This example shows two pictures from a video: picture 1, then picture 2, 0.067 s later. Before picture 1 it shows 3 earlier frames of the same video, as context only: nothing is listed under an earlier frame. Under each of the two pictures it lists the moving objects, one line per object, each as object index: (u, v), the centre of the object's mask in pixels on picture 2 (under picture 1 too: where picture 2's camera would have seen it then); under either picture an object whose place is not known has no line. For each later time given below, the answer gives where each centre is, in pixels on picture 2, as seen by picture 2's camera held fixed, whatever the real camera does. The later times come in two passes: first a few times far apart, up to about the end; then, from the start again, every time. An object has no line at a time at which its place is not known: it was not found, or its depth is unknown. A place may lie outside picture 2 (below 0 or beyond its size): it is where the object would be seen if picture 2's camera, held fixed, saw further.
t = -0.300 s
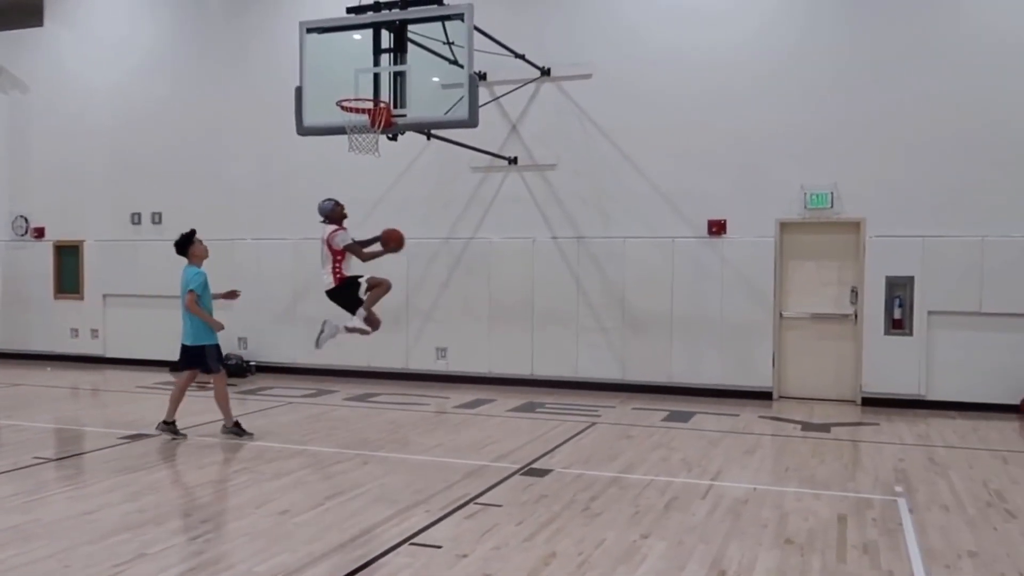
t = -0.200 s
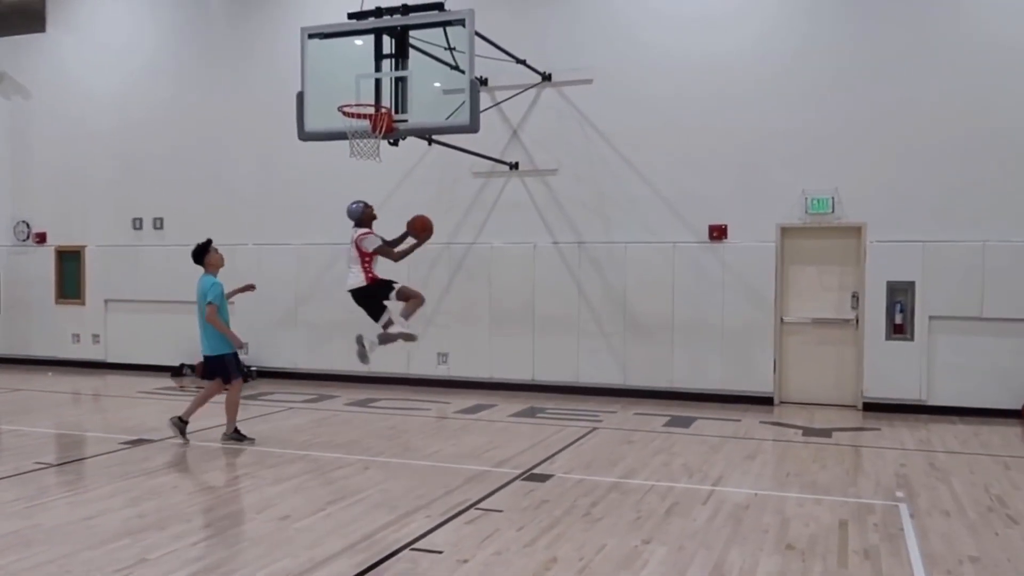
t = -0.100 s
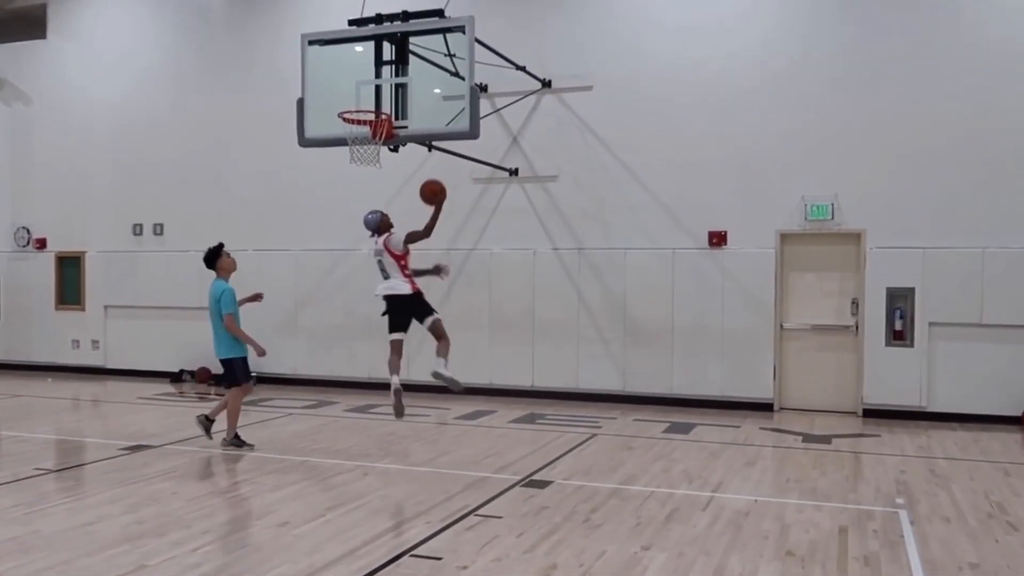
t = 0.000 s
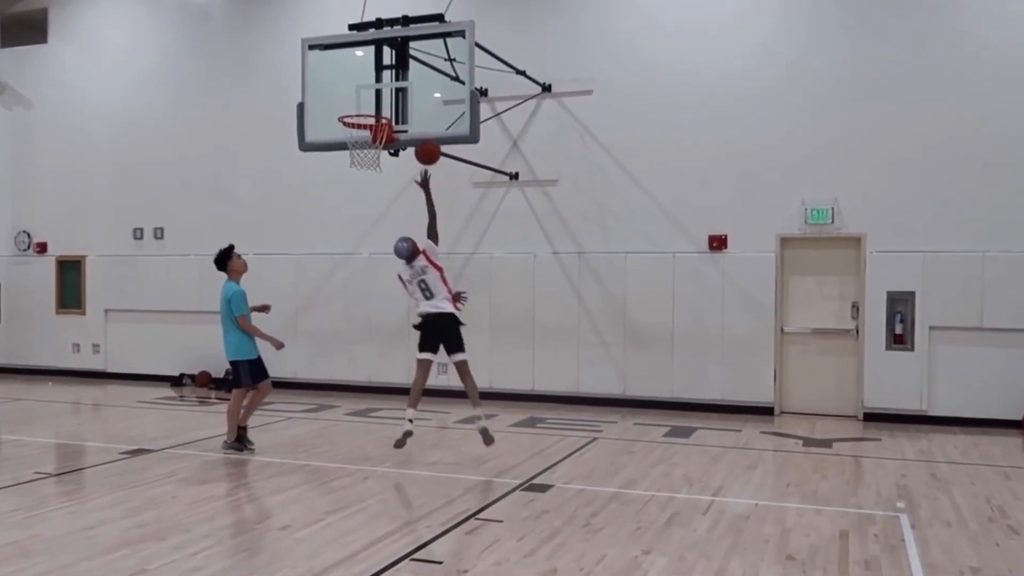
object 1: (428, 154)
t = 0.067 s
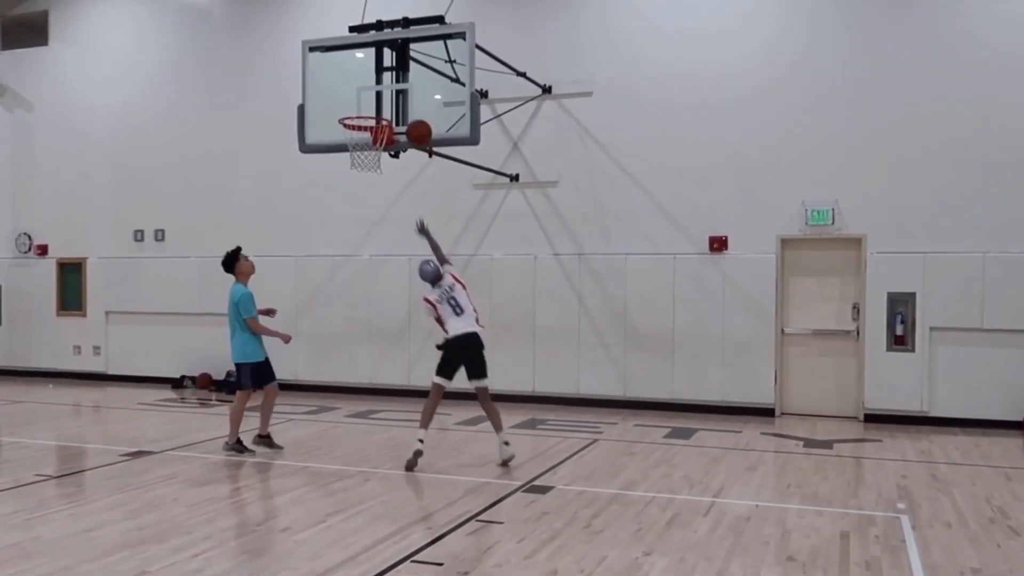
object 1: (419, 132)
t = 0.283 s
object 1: (389, 100)
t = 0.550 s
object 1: (362, 101)
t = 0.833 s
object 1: (357, 111)
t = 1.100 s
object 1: (365, 166)
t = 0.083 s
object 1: (416, 128)
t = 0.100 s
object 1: (414, 124)
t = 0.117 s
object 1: (412, 121)
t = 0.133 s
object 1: (409, 117)
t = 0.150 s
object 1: (407, 114)
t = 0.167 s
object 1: (404, 112)
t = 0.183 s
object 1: (403, 109)
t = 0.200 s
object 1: (400, 107)
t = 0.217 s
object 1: (398, 105)
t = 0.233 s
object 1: (395, 103)
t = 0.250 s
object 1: (393, 102)
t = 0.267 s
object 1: (392, 101)
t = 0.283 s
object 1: (389, 100)
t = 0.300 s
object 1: (387, 99)
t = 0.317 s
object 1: (385, 99)
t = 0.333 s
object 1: (382, 99)
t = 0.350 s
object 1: (380, 100)
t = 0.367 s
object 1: (378, 101)
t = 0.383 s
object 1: (375, 103)
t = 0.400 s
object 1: (372, 106)
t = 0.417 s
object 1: (369, 108)
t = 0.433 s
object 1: (366, 111)
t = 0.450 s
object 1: (363, 113)
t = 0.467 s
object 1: (363, 112)
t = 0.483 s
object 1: (363, 109)
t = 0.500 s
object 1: (363, 107)
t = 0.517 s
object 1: (363, 104)
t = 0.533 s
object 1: (362, 102)
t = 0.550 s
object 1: (362, 101)
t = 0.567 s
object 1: (362, 99)
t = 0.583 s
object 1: (361, 98)
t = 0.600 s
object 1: (361, 97)
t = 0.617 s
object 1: (361, 97)
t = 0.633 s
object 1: (360, 97)
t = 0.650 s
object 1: (360, 97)
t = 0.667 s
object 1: (360, 97)
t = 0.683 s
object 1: (360, 97)
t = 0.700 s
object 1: (360, 98)
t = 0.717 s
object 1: (359, 100)
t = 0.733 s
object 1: (359, 101)
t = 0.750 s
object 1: (359, 102)
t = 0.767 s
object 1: (358, 105)
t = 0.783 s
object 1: (358, 107)
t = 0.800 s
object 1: (358, 109)
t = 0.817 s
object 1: (357, 111)
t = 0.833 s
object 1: (357, 111)
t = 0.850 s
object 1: (357, 119)
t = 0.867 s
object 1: (356, 123)
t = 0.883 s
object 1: (356, 128)
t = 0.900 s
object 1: (356, 131)
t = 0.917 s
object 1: (356, 135)
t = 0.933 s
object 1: (356, 139)
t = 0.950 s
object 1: (357, 143)
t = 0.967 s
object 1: (358, 146)
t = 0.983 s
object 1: (358, 149)
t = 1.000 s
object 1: (360, 151)
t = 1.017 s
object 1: (360, 153)
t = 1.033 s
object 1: (361, 155)
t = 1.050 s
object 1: (362, 157)
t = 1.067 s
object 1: (362, 159)
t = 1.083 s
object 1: (364, 161)
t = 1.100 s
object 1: (365, 166)
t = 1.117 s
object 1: (367, 170)
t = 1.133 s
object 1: (367, 174)
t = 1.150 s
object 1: (369, 178)
